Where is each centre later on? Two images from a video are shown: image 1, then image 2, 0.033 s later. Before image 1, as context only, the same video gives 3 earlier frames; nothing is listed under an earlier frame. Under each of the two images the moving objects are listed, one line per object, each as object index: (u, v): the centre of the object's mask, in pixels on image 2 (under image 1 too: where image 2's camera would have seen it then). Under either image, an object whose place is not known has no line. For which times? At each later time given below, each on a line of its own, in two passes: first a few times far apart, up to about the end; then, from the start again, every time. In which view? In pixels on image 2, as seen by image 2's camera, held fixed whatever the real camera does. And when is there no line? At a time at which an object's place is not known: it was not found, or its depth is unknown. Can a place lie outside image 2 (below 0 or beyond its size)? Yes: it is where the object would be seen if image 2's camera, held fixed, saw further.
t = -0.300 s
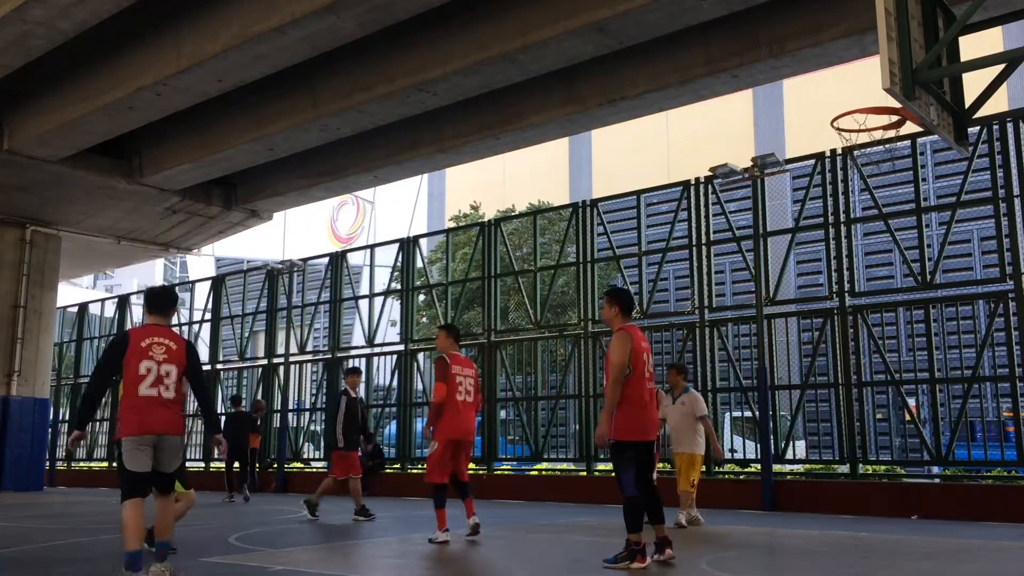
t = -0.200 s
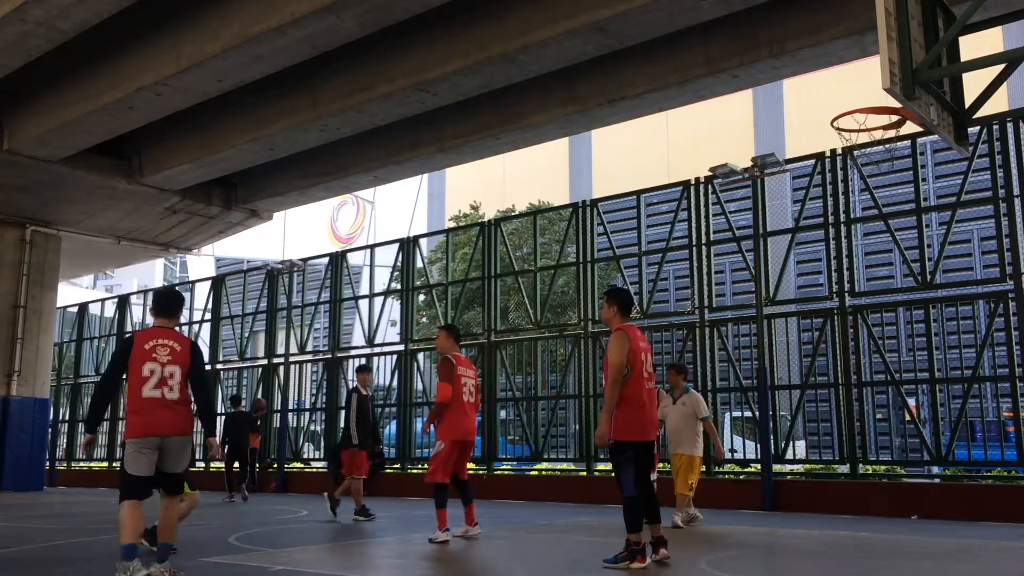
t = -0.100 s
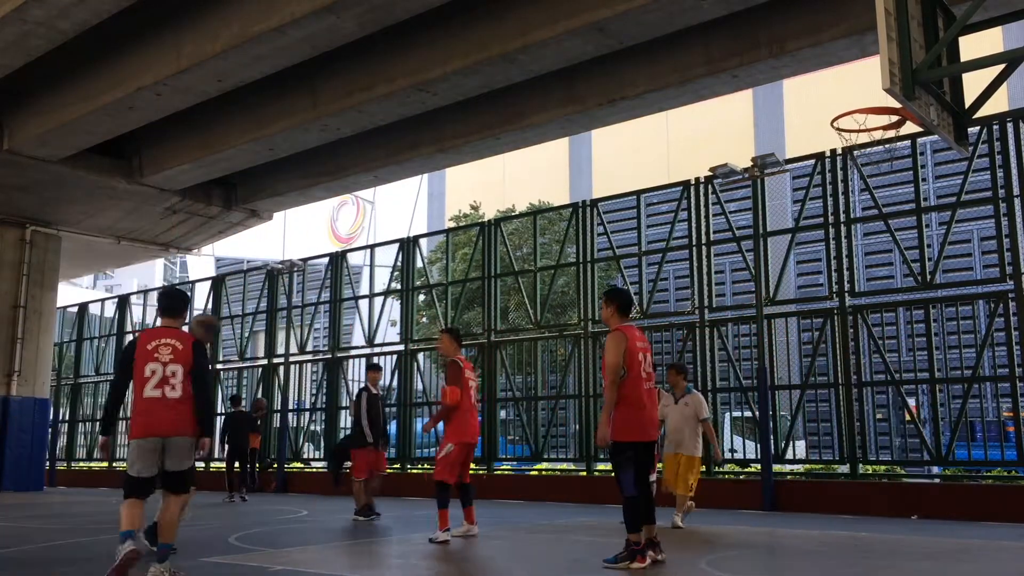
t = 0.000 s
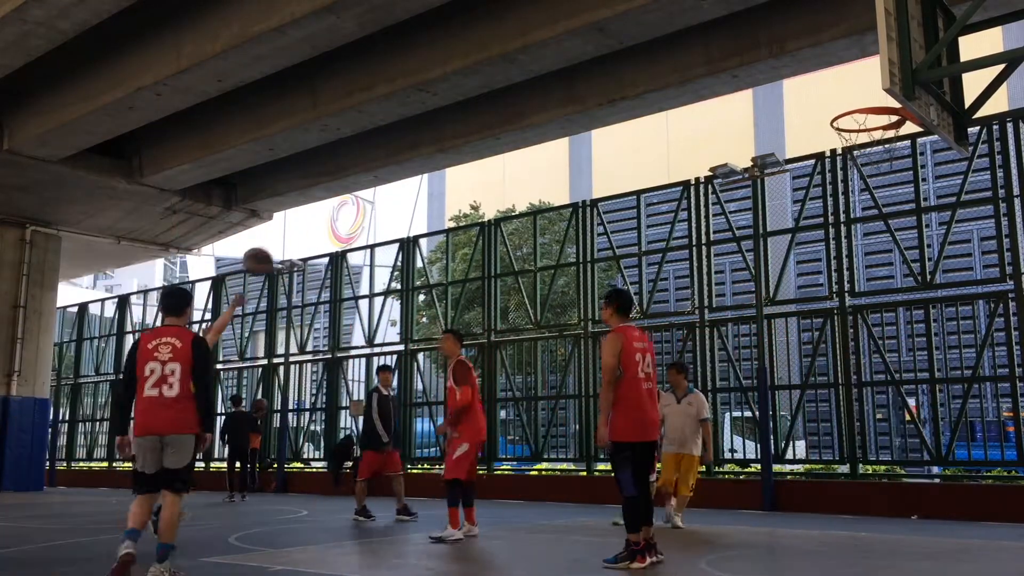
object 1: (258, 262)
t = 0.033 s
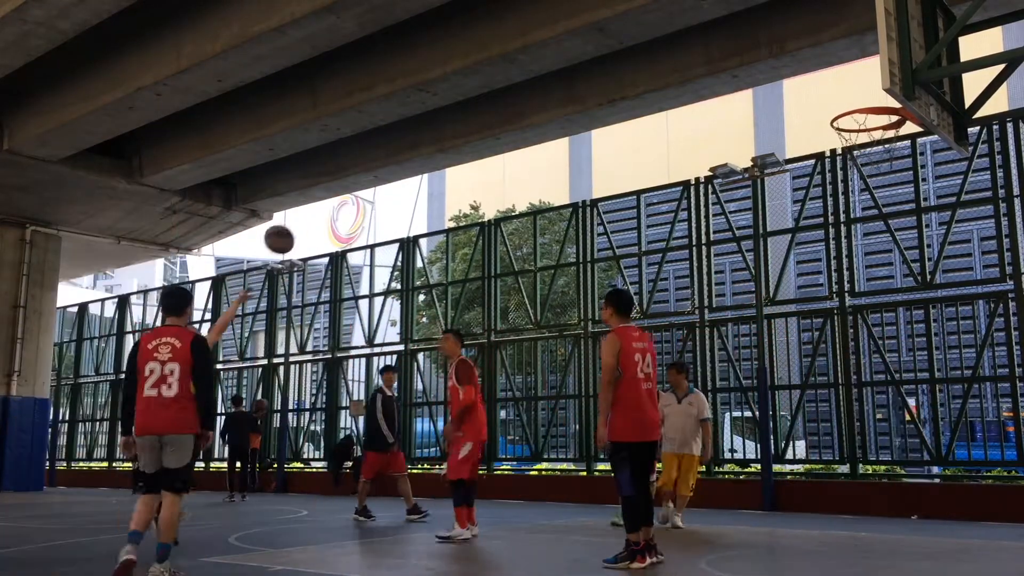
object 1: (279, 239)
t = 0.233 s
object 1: (405, 131)
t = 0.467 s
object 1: (553, 66)
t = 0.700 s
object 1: (707, 63)
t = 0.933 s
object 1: (875, 126)
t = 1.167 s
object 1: (890, 151)
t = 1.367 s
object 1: (894, 227)
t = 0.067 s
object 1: (300, 219)
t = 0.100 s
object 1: (322, 199)
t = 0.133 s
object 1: (343, 182)
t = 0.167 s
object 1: (363, 164)
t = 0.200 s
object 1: (383, 147)
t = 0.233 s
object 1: (405, 131)
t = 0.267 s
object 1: (426, 118)
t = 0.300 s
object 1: (447, 106)
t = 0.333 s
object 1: (468, 96)
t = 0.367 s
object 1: (489, 86)
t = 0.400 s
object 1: (511, 79)
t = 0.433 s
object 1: (531, 71)
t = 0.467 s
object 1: (553, 66)
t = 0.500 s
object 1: (575, 58)
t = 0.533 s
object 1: (596, 56)
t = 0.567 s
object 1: (617, 55)
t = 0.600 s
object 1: (639, 57)
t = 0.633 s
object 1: (662, 56)
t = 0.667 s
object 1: (686, 57)
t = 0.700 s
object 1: (707, 63)
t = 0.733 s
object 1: (731, 68)
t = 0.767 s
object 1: (755, 74)
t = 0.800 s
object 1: (778, 80)
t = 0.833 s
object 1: (803, 88)
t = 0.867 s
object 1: (828, 99)
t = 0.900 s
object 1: (852, 111)
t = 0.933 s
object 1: (875, 126)
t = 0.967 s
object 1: (884, 129)
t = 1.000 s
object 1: (889, 133)
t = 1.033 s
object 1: (890, 134)
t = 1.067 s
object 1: (890, 136)
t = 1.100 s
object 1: (890, 139)
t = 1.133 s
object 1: (890, 143)
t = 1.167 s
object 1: (890, 151)
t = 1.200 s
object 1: (891, 160)
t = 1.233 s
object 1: (891, 169)
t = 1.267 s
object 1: (891, 180)
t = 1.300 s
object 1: (892, 195)
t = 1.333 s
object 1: (893, 210)
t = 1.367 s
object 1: (894, 227)
